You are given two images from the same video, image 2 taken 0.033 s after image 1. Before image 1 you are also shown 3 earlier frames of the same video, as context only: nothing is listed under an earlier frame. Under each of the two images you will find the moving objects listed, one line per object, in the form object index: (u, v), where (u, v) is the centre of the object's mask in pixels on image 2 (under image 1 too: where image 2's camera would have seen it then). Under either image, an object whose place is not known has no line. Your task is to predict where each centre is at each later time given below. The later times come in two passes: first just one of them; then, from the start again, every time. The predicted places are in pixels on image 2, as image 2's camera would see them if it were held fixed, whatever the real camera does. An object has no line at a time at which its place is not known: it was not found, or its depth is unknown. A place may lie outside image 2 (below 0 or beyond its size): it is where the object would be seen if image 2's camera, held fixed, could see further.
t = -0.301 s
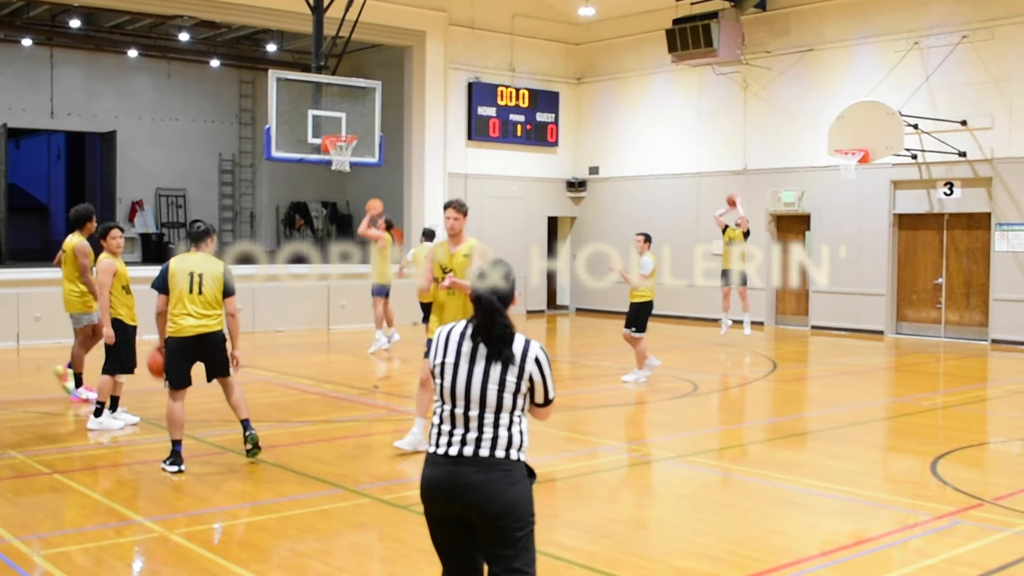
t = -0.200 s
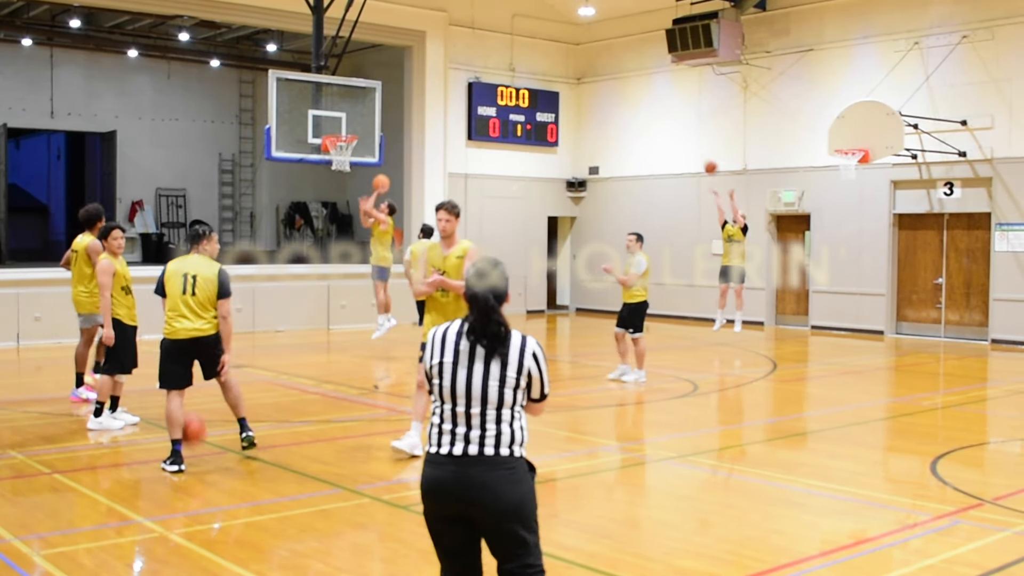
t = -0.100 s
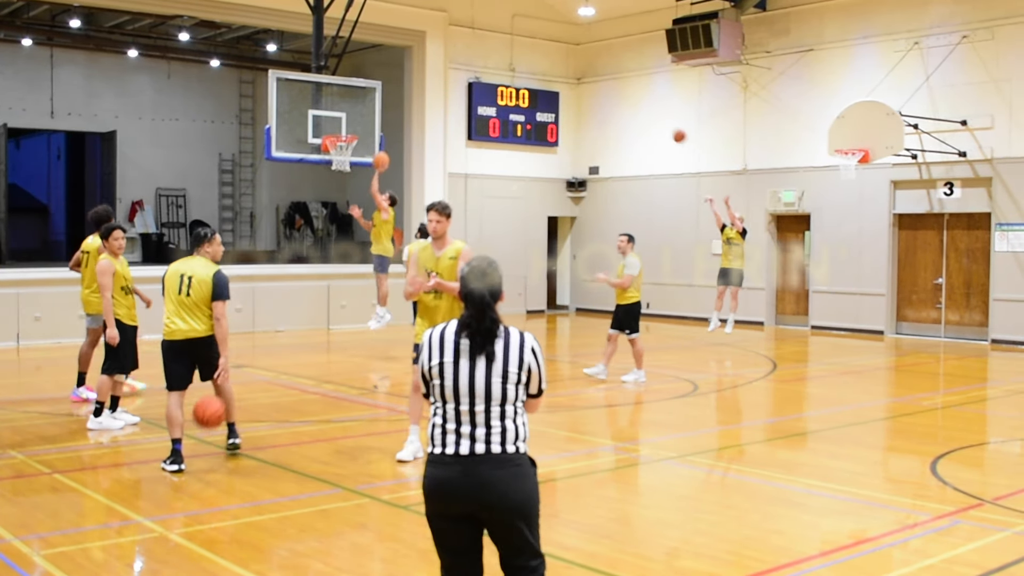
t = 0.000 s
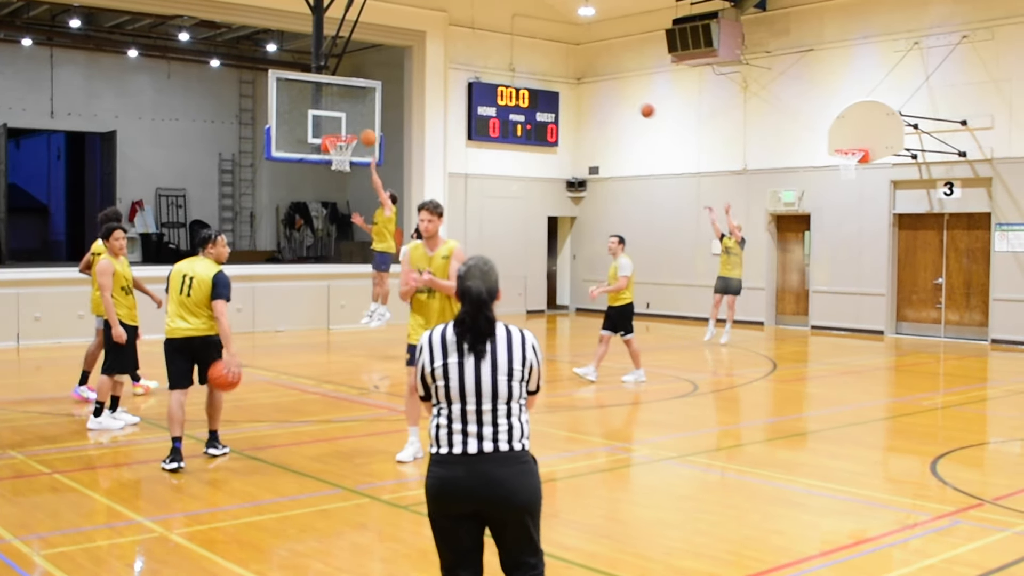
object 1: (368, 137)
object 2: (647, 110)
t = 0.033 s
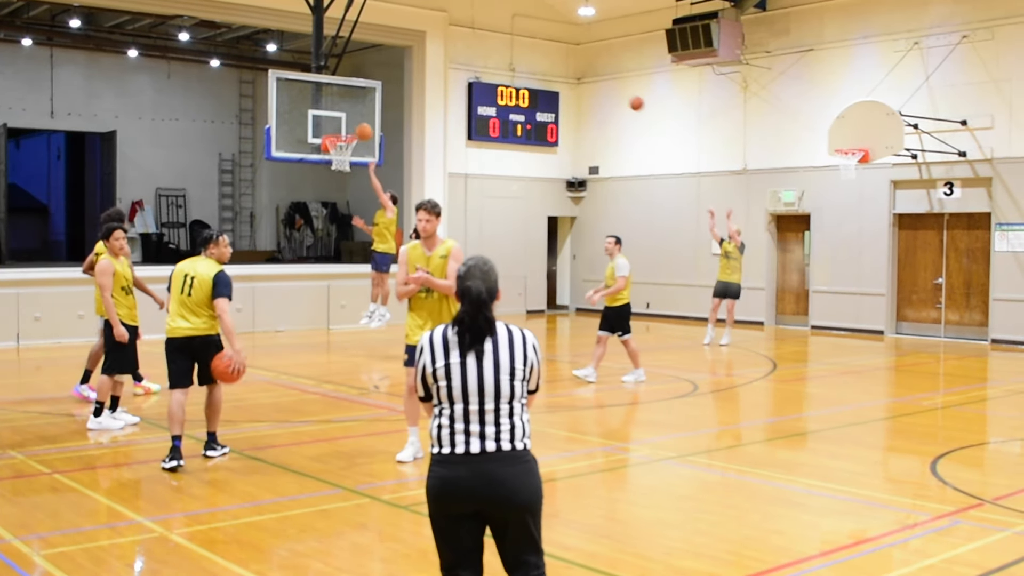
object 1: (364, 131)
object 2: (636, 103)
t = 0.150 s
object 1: (349, 116)
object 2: (598, 83)
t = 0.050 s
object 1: (362, 128)
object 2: (630, 100)
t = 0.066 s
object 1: (360, 126)
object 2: (625, 96)
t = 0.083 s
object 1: (358, 124)
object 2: (620, 93)
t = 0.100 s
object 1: (356, 121)
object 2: (614, 91)
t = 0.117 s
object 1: (354, 119)
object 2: (609, 88)
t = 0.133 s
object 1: (352, 118)
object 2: (604, 85)
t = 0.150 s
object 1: (349, 116)
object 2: (598, 83)
